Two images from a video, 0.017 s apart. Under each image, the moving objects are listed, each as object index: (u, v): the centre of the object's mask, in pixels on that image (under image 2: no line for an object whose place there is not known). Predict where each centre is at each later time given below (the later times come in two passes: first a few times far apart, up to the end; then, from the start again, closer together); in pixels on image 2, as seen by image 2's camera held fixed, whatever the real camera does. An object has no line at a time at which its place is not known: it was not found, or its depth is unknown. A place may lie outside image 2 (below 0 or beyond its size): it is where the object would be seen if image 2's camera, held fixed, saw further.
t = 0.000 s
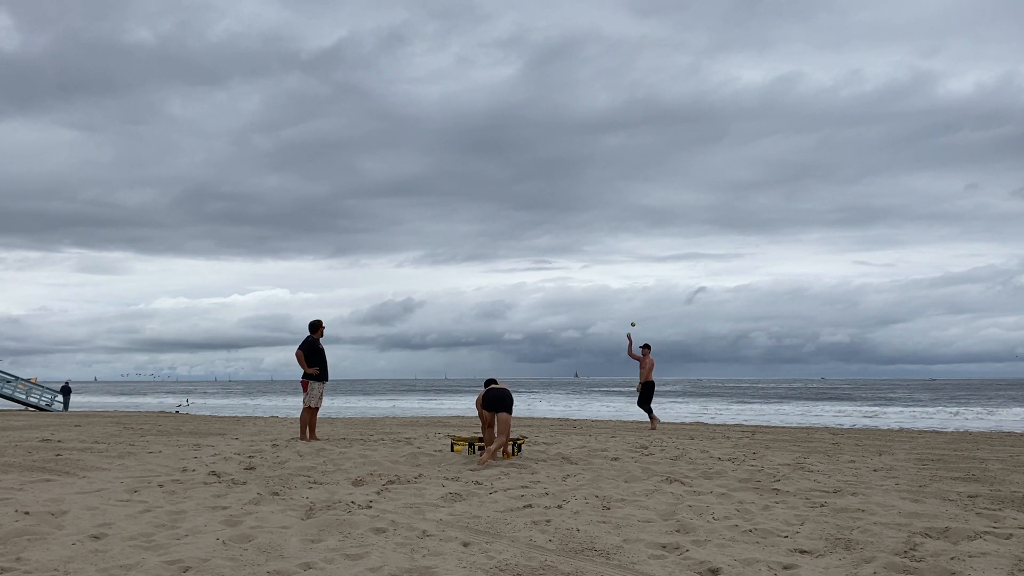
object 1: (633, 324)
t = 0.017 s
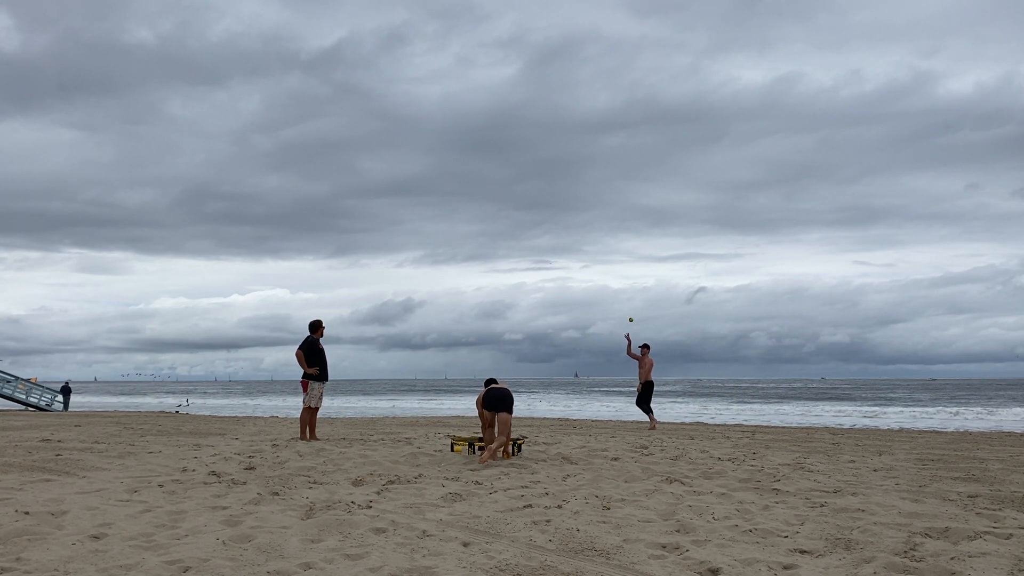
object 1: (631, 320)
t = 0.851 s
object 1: (510, 242)
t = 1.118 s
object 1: (461, 297)
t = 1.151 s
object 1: (454, 307)
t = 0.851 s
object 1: (510, 242)
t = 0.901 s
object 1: (501, 249)
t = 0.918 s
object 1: (498, 251)
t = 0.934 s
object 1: (495, 254)
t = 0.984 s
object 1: (486, 263)
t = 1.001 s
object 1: (483, 267)
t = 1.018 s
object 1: (480, 270)
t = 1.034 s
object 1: (477, 274)
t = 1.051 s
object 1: (473, 278)
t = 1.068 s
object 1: (470, 283)
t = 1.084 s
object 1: (467, 287)
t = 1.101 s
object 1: (464, 292)
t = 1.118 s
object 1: (461, 297)
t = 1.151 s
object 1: (454, 307)
